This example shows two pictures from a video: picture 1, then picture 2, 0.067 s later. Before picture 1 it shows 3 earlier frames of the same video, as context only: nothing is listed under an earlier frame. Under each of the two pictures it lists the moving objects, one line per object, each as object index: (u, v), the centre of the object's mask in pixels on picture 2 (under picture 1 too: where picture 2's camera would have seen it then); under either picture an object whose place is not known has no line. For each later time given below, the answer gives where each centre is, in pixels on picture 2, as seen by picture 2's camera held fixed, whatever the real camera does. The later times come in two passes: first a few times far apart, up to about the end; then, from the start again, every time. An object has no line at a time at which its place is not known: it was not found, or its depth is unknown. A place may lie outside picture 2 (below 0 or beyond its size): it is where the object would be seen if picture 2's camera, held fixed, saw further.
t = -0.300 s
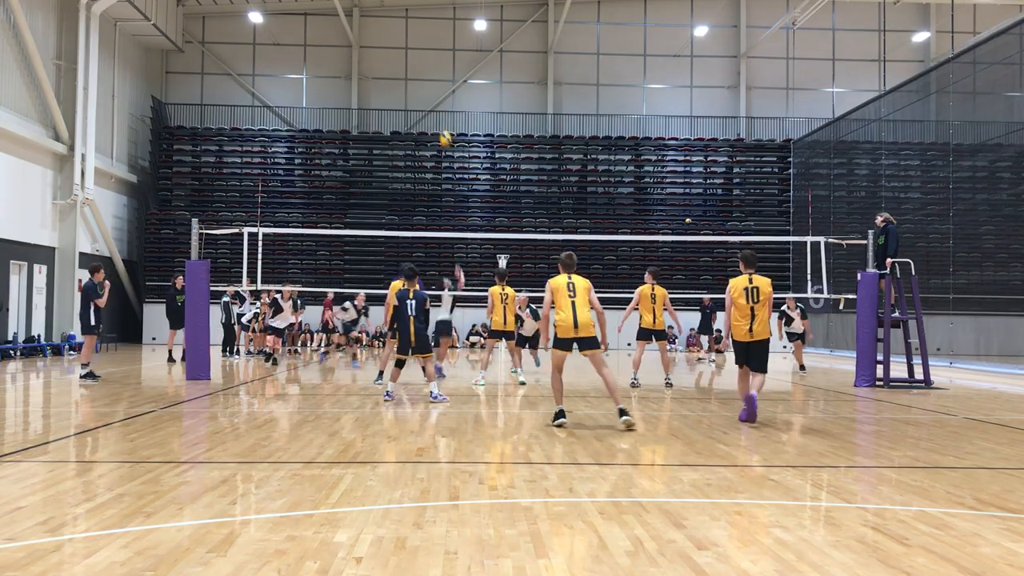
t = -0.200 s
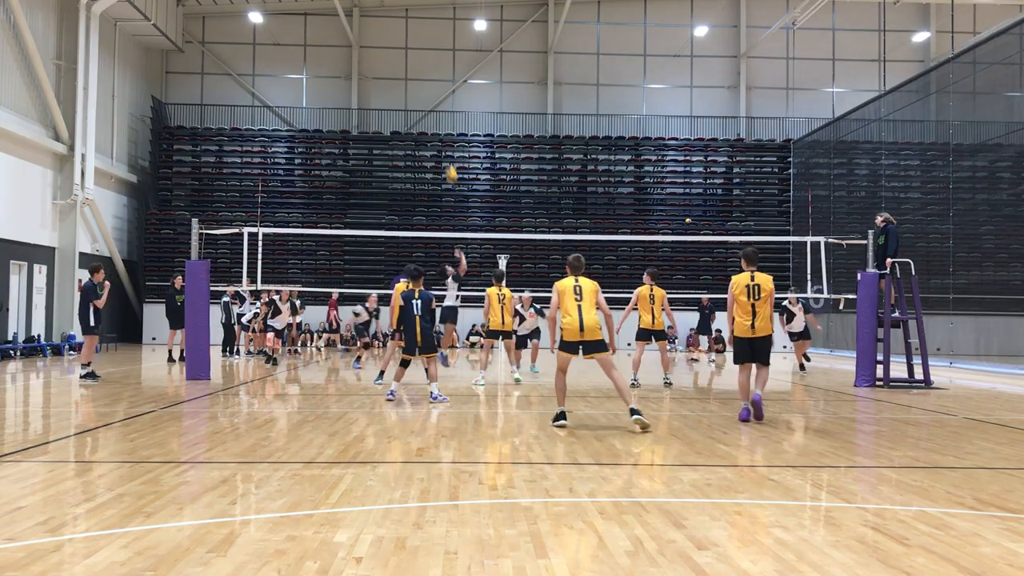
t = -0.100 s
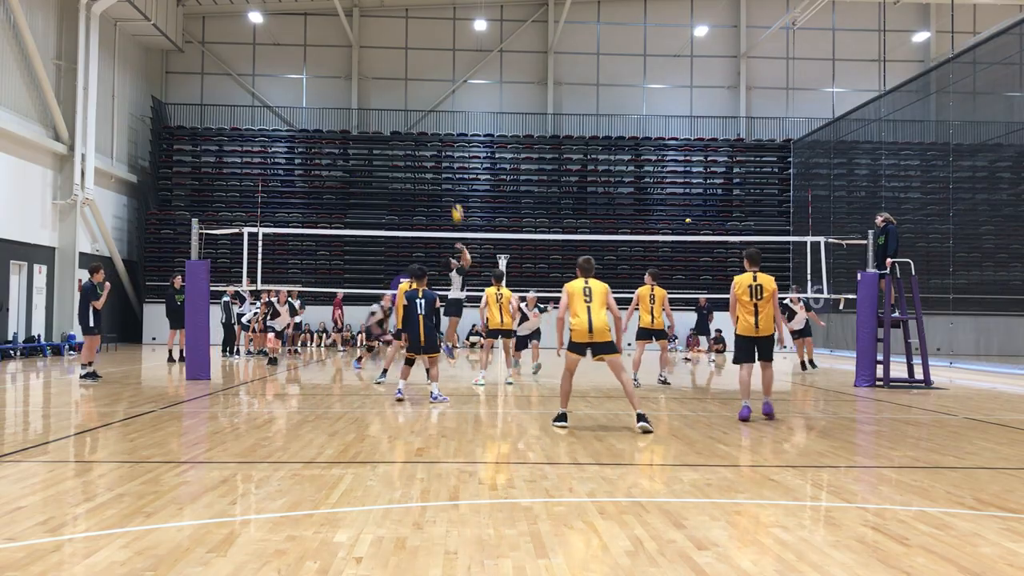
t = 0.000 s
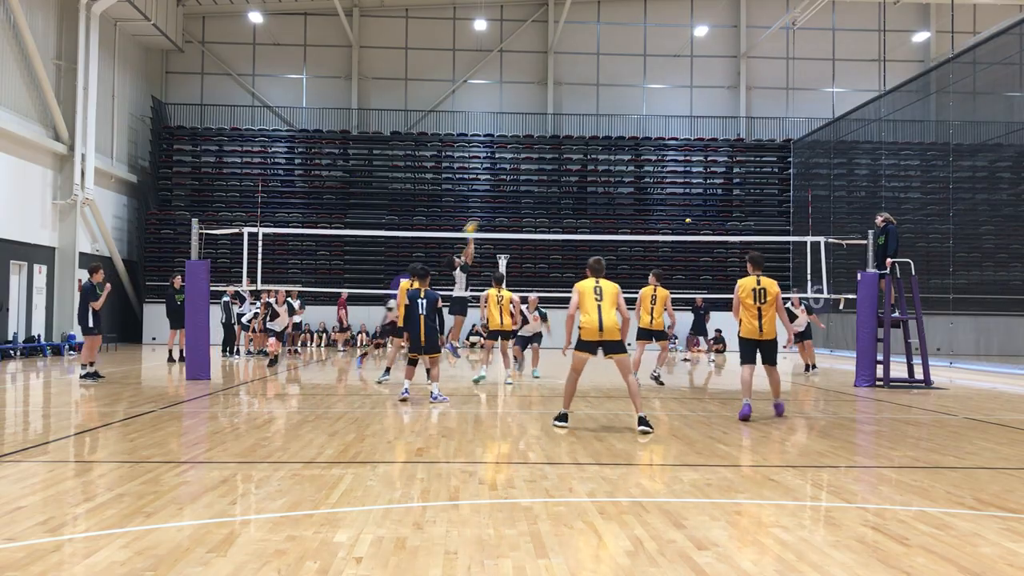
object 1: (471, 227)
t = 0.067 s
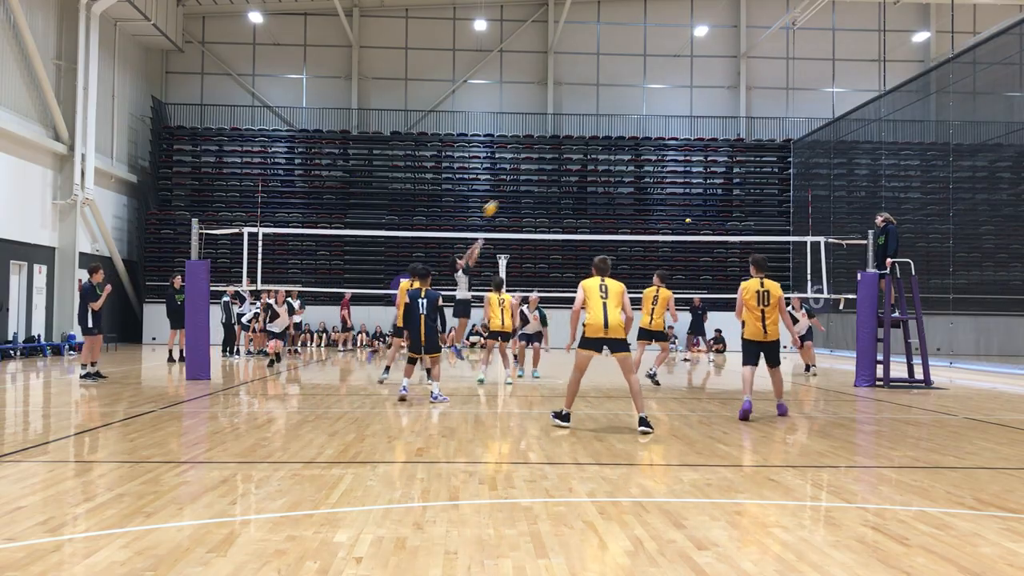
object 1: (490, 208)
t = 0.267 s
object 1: (550, 160)
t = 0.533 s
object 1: (626, 135)
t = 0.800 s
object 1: (698, 148)
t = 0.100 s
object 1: (501, 198)
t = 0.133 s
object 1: (511, 190)
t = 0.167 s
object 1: (521, 181)
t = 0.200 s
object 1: (531, 174)
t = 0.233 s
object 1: (542, 166)
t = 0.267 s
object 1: (550, 160)
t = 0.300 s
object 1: (561, 155)
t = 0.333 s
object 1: (570, 149)
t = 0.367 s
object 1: (580, 146)
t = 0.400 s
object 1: (590, 142)
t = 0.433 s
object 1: (599, 140)
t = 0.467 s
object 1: (608, 137)
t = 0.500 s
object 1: (618, 136)
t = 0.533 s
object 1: (626, 135)
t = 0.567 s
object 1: (635, 135)
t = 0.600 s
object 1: (645, 135)
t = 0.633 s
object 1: (654, 135)
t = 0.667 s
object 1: (662, 137)
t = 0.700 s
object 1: (672, 139)
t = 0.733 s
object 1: (681, 142)
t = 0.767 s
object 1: (690, 144)
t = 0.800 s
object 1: (698, 148)
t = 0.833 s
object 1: (706, 152)
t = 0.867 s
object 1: (715, 157)
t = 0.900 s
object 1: (723, 163)
